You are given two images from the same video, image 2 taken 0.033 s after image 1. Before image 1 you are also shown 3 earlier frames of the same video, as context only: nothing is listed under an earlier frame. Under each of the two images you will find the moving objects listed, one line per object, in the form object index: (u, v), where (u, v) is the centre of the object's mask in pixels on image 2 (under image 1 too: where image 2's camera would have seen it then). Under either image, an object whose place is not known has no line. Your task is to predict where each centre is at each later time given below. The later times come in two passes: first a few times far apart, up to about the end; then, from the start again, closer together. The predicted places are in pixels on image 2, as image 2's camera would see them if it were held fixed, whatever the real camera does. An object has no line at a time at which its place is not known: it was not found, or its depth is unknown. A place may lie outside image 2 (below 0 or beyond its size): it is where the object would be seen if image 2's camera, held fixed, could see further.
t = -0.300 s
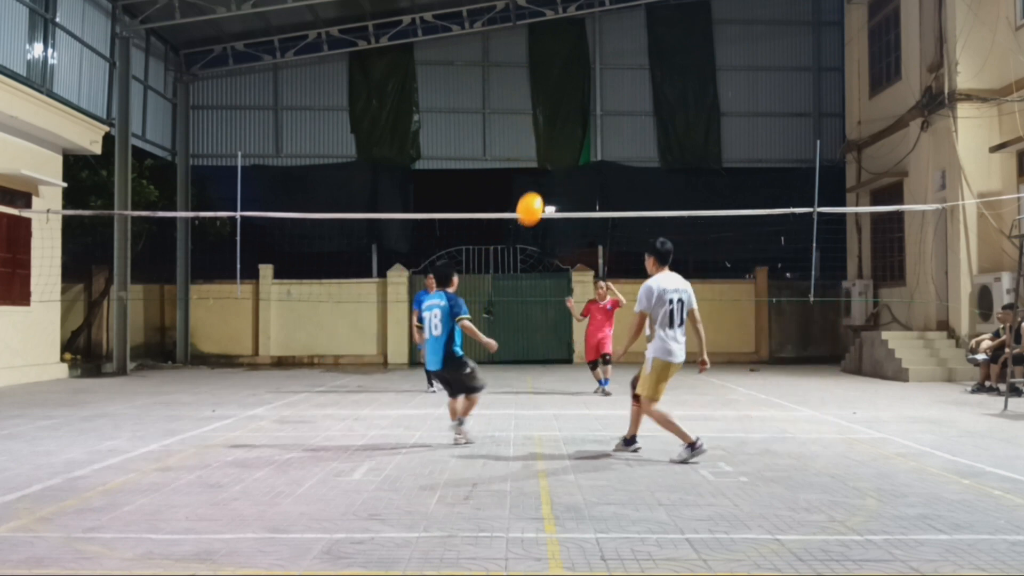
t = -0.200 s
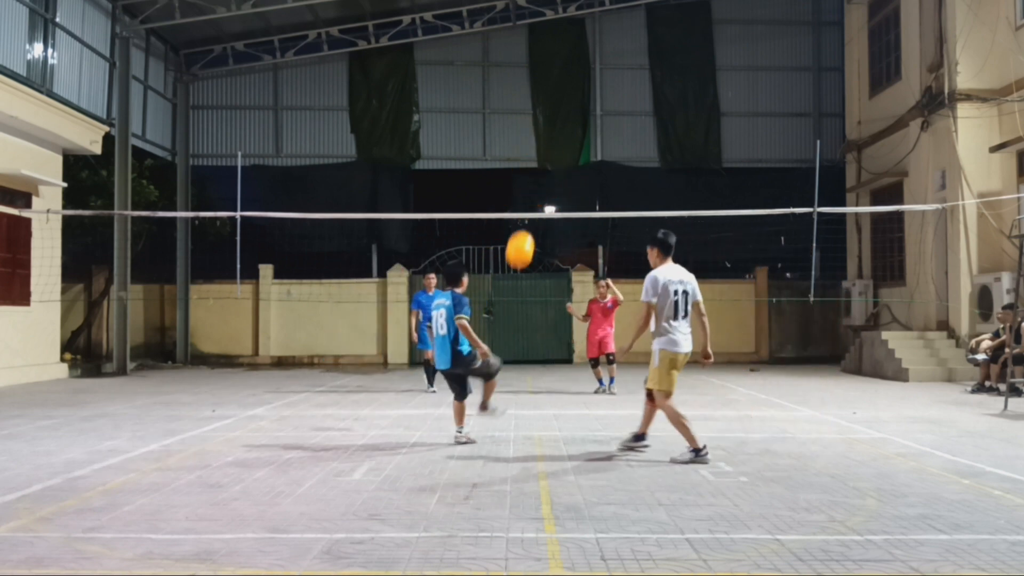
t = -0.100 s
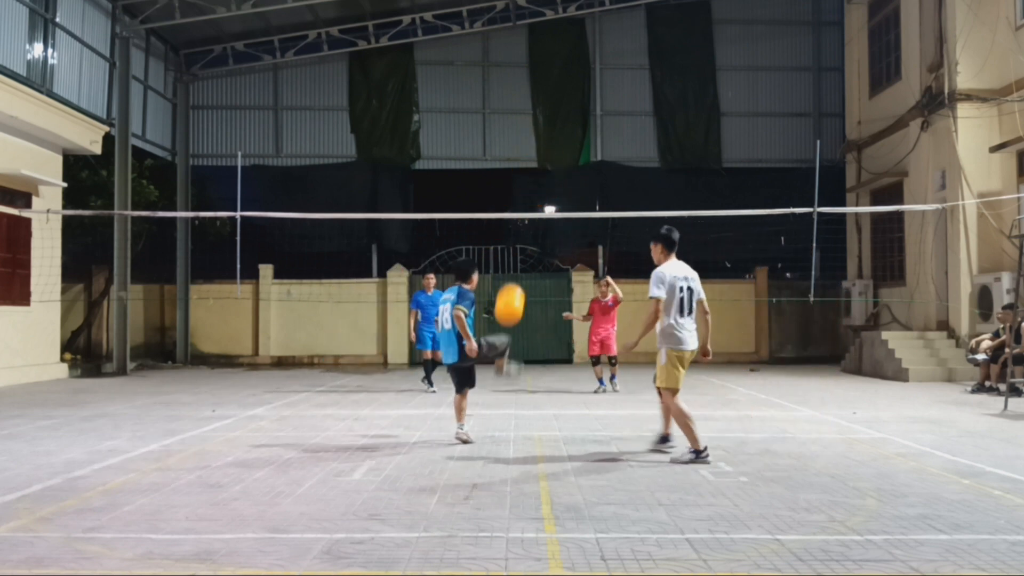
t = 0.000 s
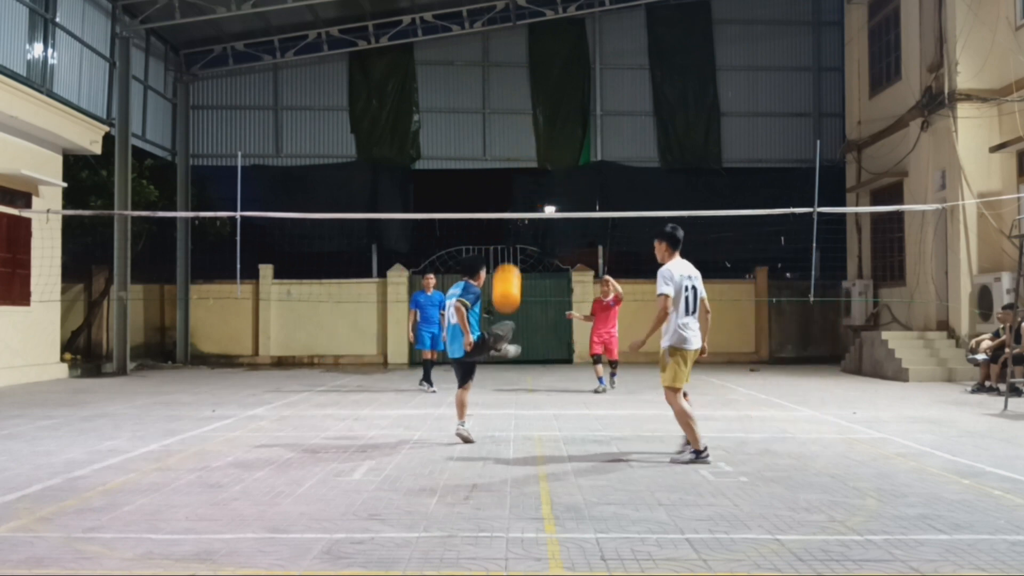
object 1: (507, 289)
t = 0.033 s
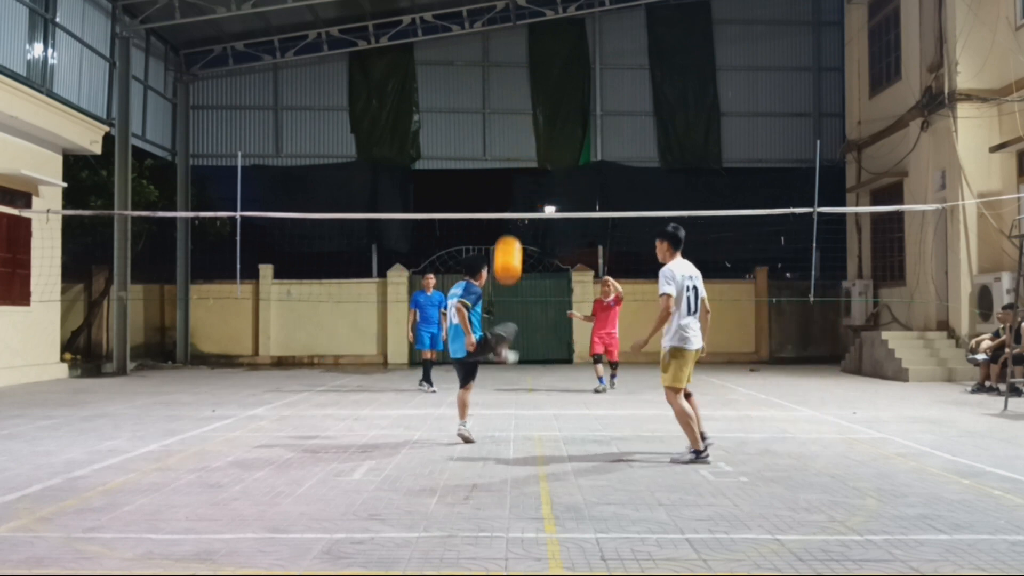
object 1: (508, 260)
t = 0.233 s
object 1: (516, 117)
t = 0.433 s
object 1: (524, 33)
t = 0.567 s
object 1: (530, 9)
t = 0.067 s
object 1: (509, 234)
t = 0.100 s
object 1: (511, 204)
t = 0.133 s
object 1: (512, 181)
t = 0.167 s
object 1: (513, 159)
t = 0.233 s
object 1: (516, 117)
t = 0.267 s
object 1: (517, 100)
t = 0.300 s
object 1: (518, 84)
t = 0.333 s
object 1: (520, 69)
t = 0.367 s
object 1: (521, 56)
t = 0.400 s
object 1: (523, 44)
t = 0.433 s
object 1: (524, 33)
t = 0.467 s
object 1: (526, 24)
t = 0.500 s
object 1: (527, 16)
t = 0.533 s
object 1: (529, 12)
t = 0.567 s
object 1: (530, 9)
